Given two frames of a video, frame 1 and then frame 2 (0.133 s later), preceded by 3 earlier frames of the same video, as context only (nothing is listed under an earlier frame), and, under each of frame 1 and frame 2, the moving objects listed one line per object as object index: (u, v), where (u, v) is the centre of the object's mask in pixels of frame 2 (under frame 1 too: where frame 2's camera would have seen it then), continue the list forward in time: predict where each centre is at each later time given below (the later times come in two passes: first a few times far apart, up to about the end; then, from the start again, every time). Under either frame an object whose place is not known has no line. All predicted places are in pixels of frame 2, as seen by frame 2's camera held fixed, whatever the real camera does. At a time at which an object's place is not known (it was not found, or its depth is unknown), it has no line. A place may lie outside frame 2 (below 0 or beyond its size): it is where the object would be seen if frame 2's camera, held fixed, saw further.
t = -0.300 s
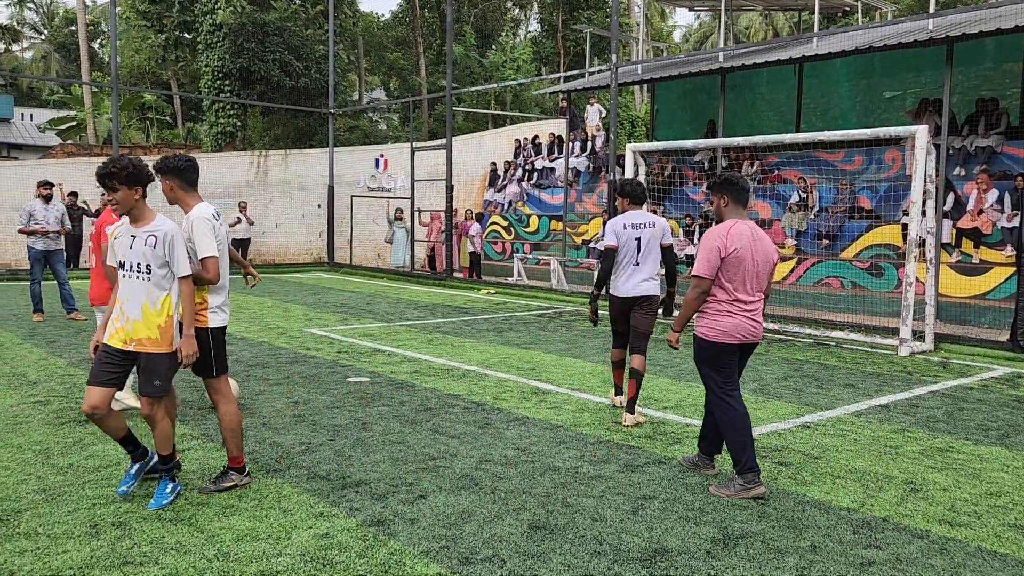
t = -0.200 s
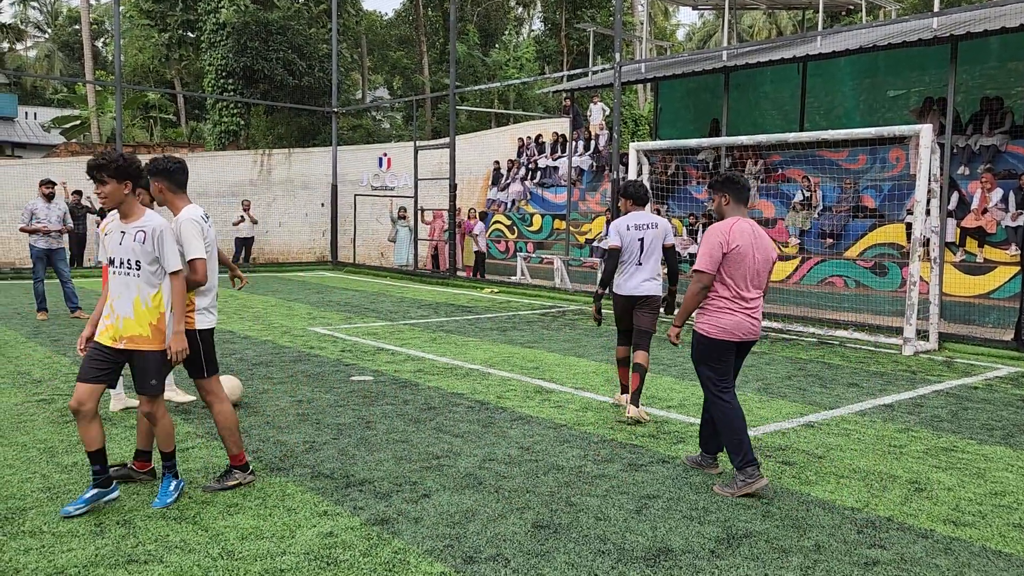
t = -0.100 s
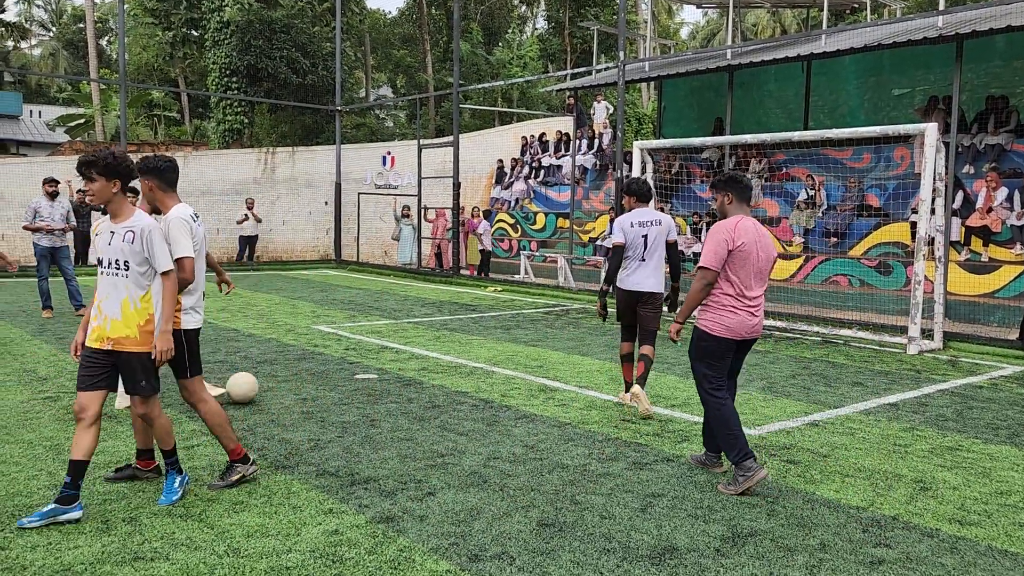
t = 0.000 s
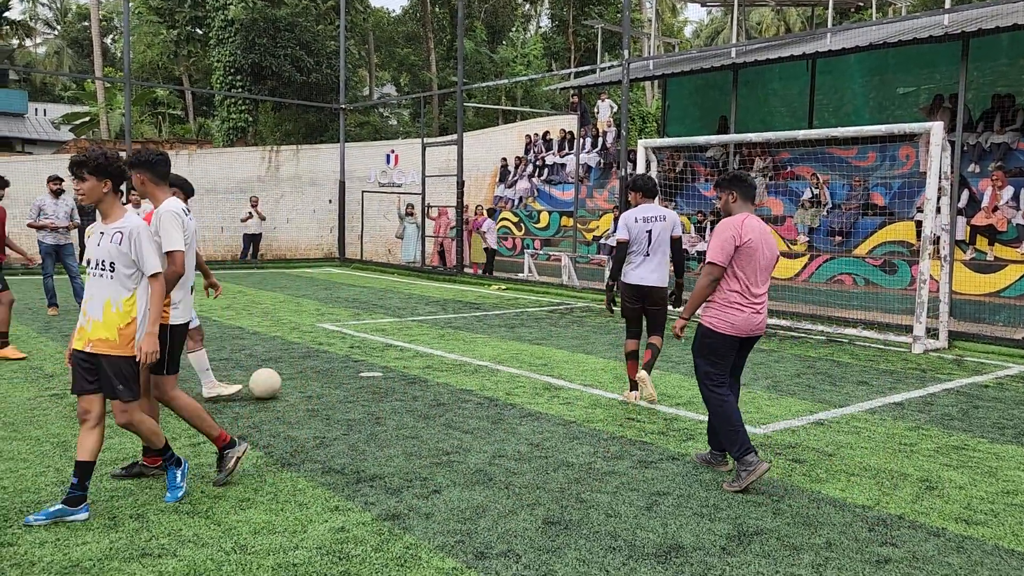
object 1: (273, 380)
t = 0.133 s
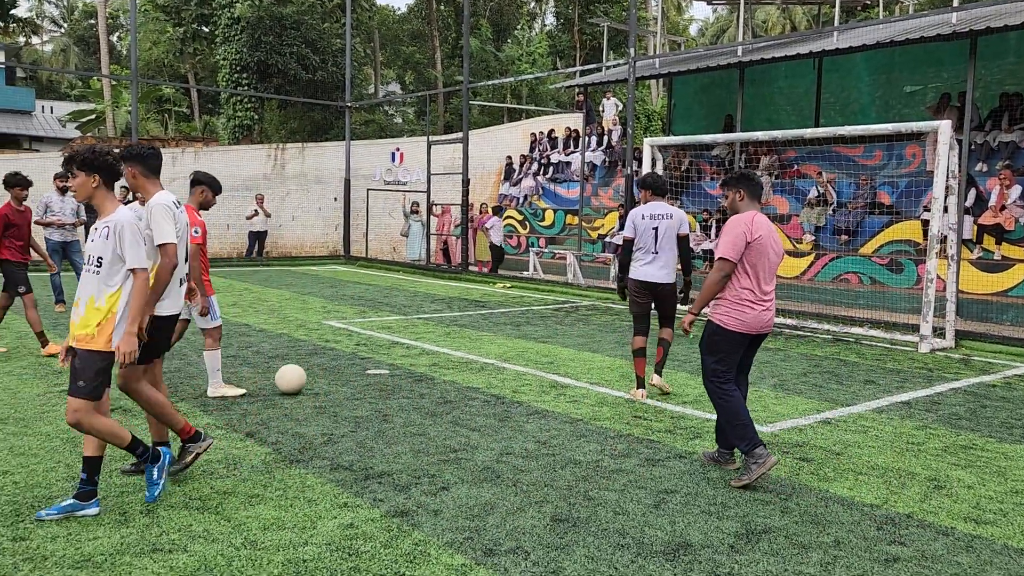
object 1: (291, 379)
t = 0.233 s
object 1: (303, 378)
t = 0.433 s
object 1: (325, 376)
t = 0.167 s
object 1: (295, 378)
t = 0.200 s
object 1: (299, 378)
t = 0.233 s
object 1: (303, 378)
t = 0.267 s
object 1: (307, 378)
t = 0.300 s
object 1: (311, 378)
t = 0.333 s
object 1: (314, 377)
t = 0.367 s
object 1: (318, 377)
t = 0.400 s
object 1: (322, 376)
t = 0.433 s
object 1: (325, 376)
